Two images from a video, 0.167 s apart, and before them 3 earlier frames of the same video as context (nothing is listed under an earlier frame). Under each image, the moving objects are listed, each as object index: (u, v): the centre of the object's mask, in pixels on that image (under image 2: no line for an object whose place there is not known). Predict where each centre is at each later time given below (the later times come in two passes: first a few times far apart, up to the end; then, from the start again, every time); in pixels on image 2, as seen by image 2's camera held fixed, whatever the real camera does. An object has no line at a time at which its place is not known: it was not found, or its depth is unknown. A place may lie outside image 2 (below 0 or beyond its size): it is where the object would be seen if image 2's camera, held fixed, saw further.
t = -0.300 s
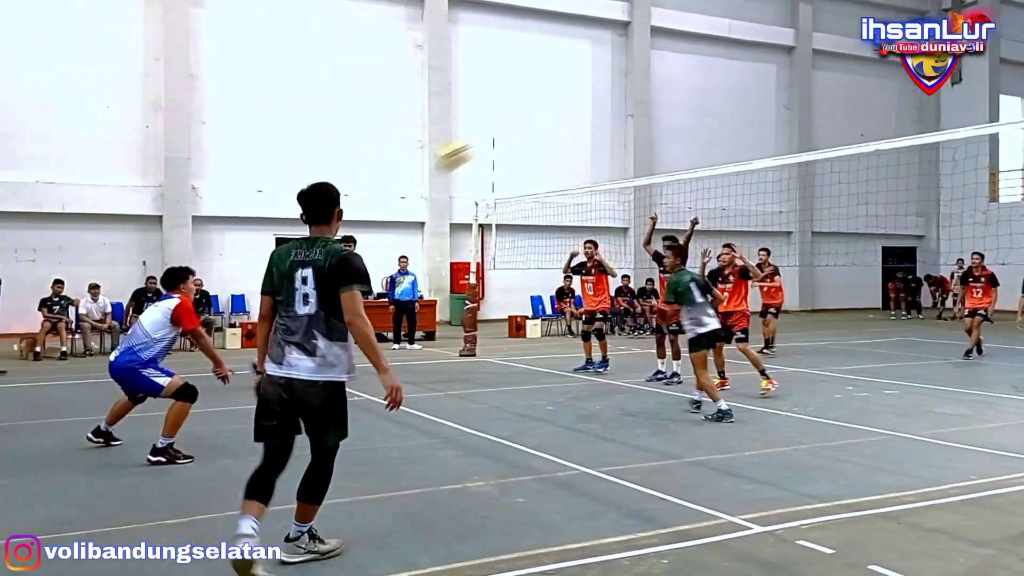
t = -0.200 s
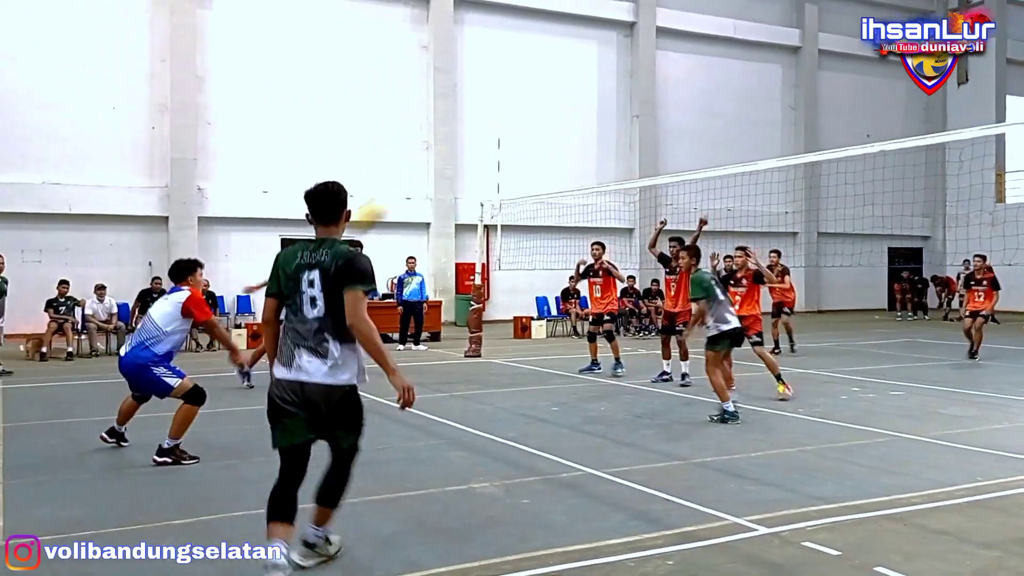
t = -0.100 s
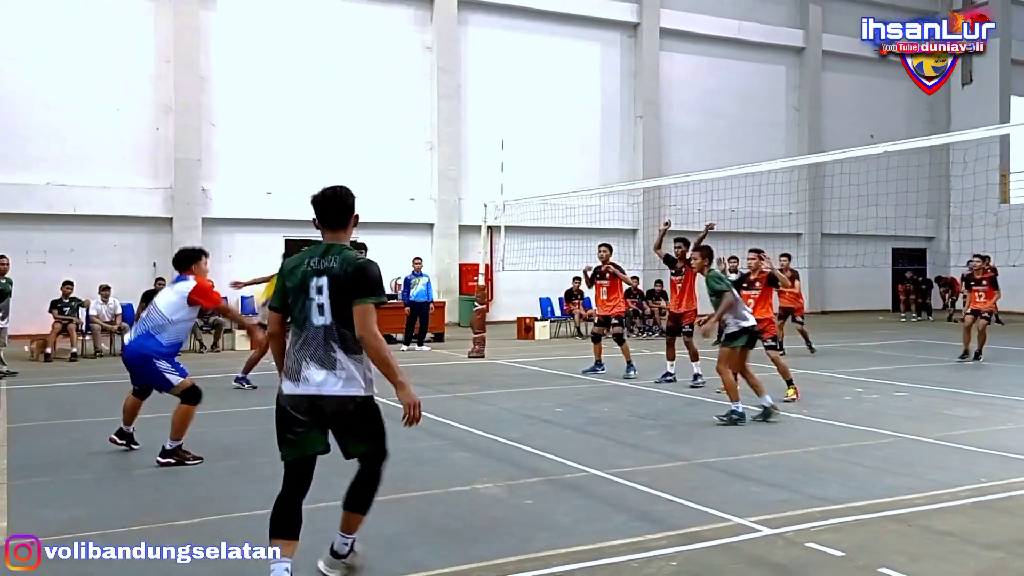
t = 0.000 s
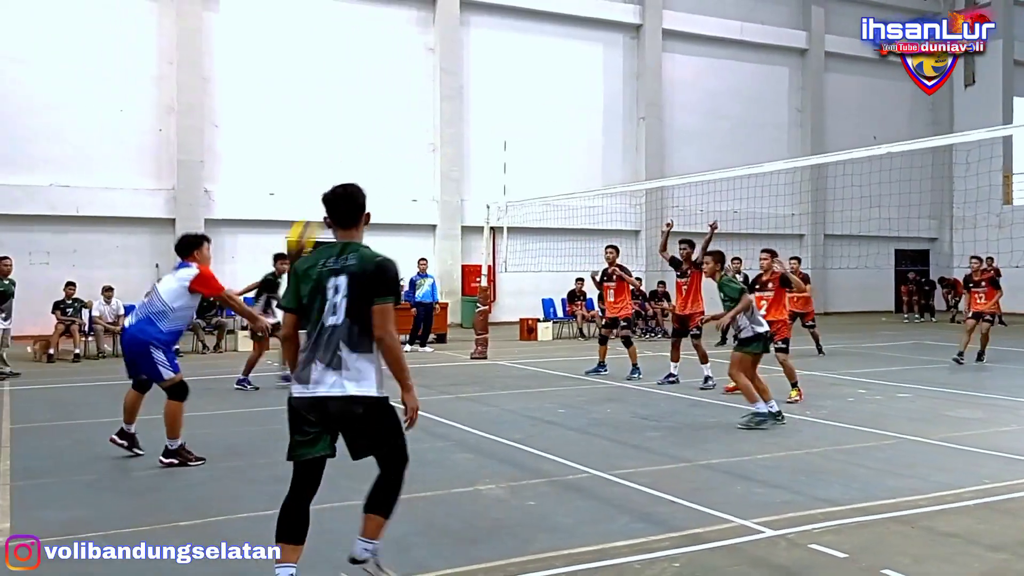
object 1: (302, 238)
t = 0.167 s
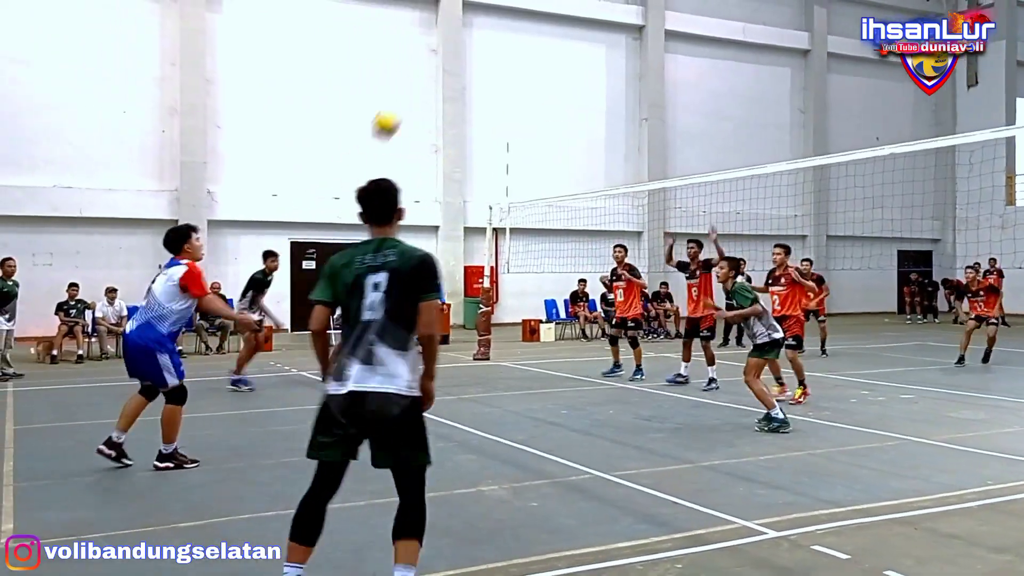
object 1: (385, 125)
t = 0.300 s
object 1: (445, 66)
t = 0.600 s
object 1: (562, 19)
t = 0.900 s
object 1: (667, 73)
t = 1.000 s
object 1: (700, 112)
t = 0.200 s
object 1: (400, 108)
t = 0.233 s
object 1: (415, 91)
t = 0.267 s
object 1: (430, 78)
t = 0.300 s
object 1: (445, 66)
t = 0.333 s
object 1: (459, 54)
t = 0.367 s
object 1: (471, 46)
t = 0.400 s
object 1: (486, 37)
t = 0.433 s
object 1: (500, 30)
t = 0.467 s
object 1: (513, 24)
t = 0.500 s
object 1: (526, 21)
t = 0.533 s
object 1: (538, 19)
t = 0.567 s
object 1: (550, 18)
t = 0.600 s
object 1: (562, 19)
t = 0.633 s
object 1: (575, 20)
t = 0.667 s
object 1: (588, 22)
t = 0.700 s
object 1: (599, 25)
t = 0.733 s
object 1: (611, 30)
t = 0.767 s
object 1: (623, 36)
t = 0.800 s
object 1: (635, 43)
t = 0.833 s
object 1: (645, 52)
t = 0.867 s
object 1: (657, 63)
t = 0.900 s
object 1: (667, 73)
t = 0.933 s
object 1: (678, 85)
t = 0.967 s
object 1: (689, 99)
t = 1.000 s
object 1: (700, 112)
